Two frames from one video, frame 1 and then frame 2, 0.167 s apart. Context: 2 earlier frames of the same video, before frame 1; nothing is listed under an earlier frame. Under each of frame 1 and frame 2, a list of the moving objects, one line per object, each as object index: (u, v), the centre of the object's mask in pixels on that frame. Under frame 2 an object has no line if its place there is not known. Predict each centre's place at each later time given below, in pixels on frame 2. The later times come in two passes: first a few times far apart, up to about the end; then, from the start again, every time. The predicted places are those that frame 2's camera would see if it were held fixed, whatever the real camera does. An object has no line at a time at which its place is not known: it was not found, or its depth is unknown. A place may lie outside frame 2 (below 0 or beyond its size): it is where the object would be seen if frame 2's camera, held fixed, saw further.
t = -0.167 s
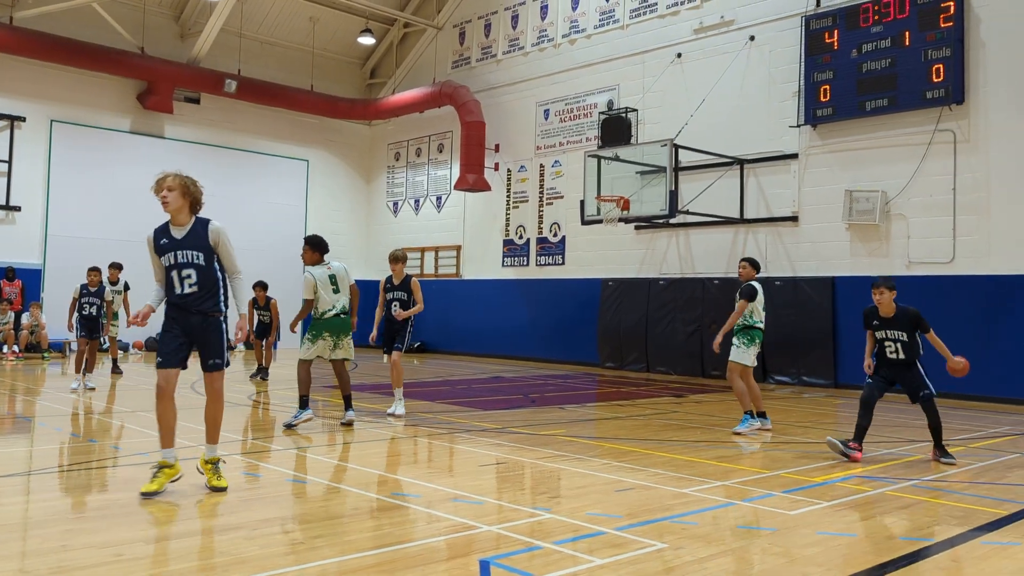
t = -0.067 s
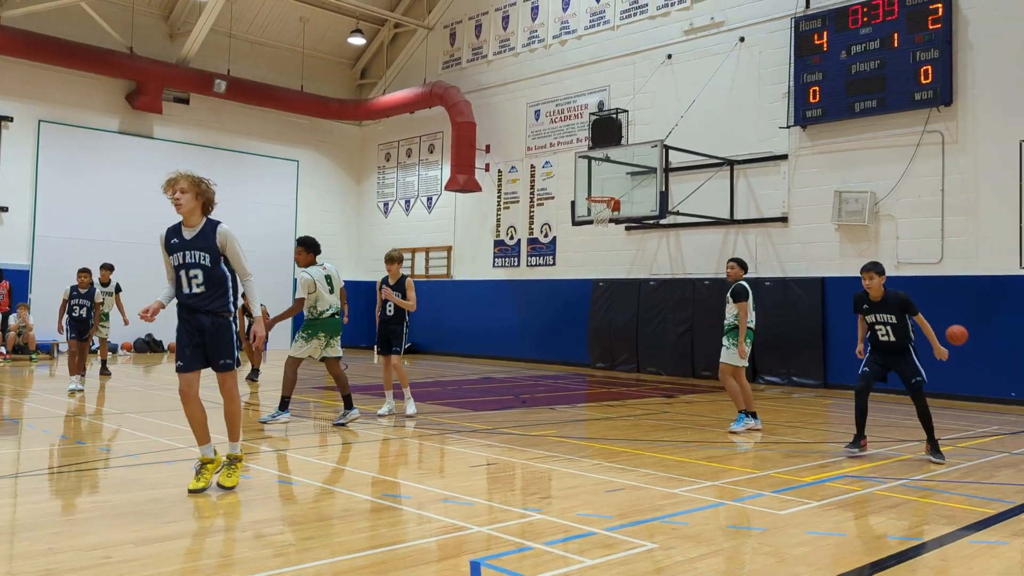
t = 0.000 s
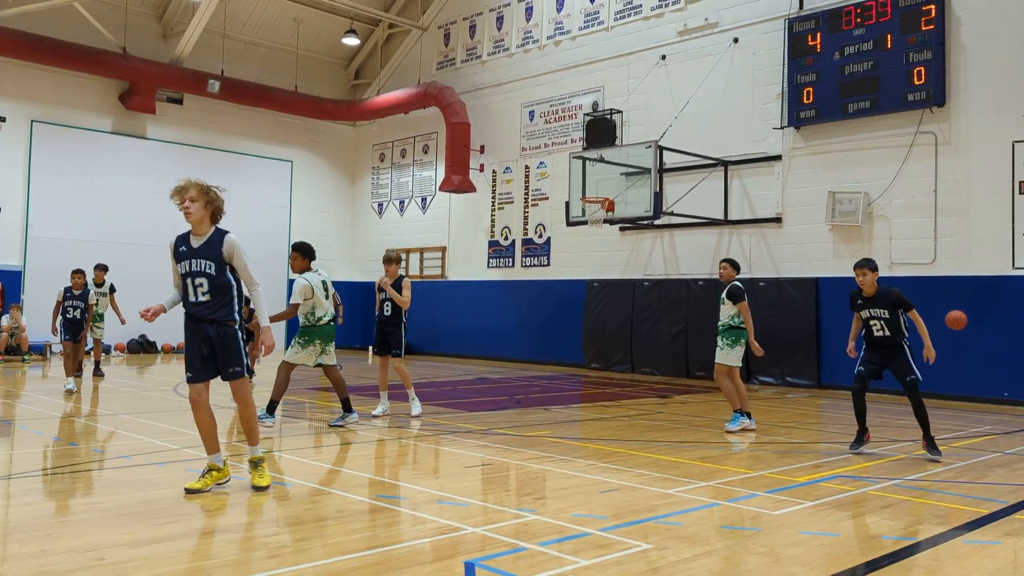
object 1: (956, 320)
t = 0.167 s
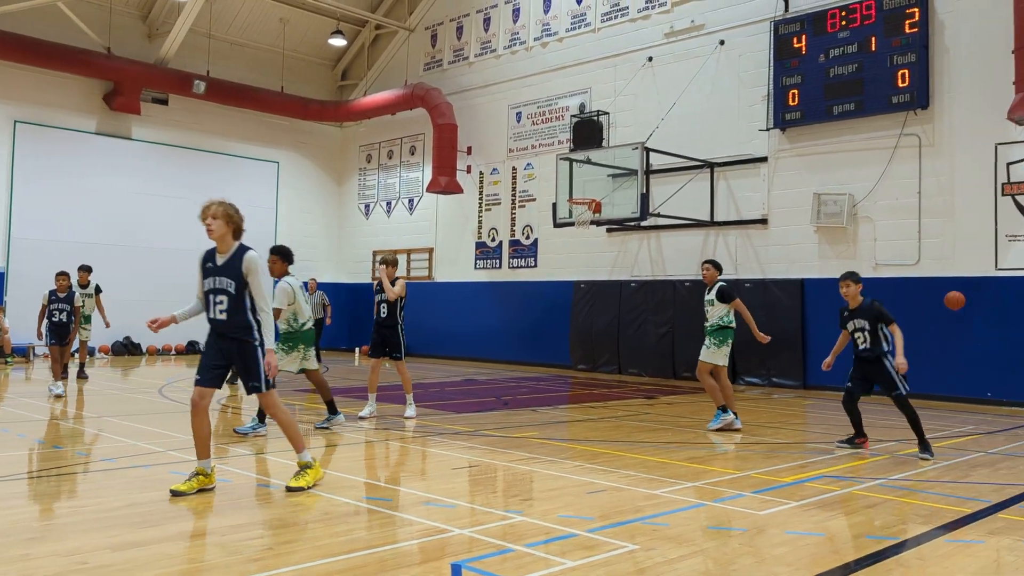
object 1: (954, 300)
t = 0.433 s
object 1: (976, 312)
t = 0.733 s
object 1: (981, 357)
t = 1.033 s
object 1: (959, 387)
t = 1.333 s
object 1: (942, 368)
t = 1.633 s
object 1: (923, 400)
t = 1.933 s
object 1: (901, 383)
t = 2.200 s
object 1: (880, 400)
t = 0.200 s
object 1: (958, 299)
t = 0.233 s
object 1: (960, 298)
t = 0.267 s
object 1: (963, 298)
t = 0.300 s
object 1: (966, 299)
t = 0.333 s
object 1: (968, 302)
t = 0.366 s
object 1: (971, 304)
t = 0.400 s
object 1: (973, 308)
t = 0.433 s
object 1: (976, 312)
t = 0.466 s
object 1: (979, 317)
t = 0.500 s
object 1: (981, 322)
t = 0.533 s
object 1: (984, 328)
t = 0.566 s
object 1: (986, 336)
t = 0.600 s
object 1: (988, 343)
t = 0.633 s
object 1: (989, 348)
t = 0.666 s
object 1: (986, 350)
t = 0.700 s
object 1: (983, 353)
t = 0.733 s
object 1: (981, 357)
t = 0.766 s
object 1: (978, 361)
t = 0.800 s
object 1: (976, 366)
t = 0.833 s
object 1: (973, 372)
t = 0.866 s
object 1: (970, 379)
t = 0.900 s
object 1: (968, 387)
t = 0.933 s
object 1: (965, 395)
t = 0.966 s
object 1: (963, 401)
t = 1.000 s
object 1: (961, 394)
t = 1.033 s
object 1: (959, 387)
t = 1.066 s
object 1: (957, 382)
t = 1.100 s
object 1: (955, 377)
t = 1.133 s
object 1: (953, 373)
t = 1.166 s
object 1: (952, 370)
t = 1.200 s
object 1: (950, 368)
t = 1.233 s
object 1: (948, 367)
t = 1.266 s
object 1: (946, 366)
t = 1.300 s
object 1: (944, 366)
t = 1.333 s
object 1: (942, 368)
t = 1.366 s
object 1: (940, 369)
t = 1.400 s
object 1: (938, 372)
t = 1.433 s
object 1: (936, 376)
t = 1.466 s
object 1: (934, 381)
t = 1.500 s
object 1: (932, 386)
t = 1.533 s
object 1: (930, 392)
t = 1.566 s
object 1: (928, 400)
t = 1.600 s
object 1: (926, 406)
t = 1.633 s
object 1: (923, 400)
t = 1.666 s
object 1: (921, 395)
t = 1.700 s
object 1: (919, 390)
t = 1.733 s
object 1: (916, 387)
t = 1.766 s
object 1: (914, 384)
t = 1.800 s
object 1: (911, 382)
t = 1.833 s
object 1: (909, 381)
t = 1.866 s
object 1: (906, 381)
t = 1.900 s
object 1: (903, 381)
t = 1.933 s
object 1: (901, 383)
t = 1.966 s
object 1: (898, 385)
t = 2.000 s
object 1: (896, 389)
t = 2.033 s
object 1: (893, 393)
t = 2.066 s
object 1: (890, 399)
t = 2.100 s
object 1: (887, 405)
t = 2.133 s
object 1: (885, 410)
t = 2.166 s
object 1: (882, 405)
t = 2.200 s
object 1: (880, 400)
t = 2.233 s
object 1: (877, 396)
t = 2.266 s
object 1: (874, 394)
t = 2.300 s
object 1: (871, 392)
